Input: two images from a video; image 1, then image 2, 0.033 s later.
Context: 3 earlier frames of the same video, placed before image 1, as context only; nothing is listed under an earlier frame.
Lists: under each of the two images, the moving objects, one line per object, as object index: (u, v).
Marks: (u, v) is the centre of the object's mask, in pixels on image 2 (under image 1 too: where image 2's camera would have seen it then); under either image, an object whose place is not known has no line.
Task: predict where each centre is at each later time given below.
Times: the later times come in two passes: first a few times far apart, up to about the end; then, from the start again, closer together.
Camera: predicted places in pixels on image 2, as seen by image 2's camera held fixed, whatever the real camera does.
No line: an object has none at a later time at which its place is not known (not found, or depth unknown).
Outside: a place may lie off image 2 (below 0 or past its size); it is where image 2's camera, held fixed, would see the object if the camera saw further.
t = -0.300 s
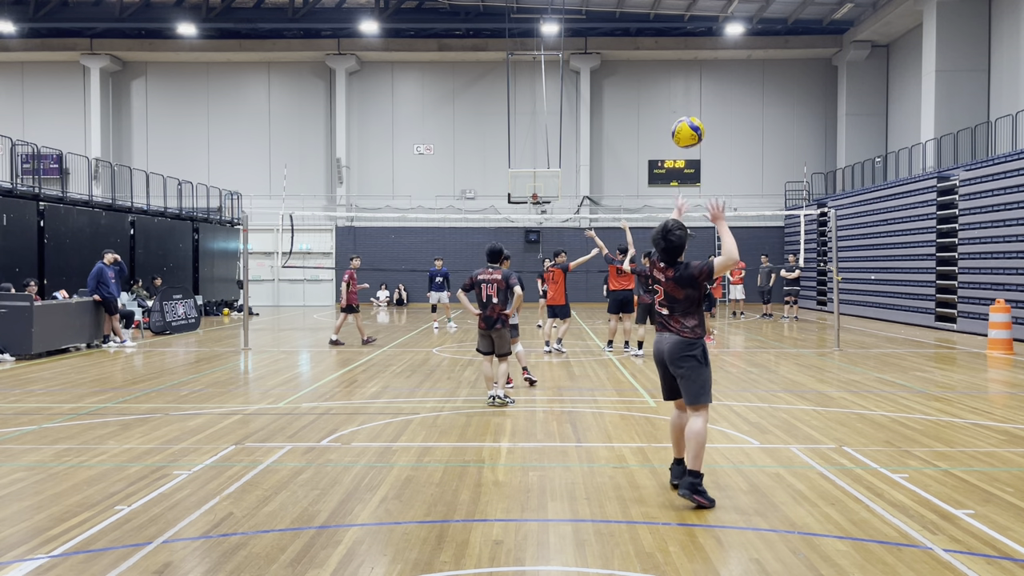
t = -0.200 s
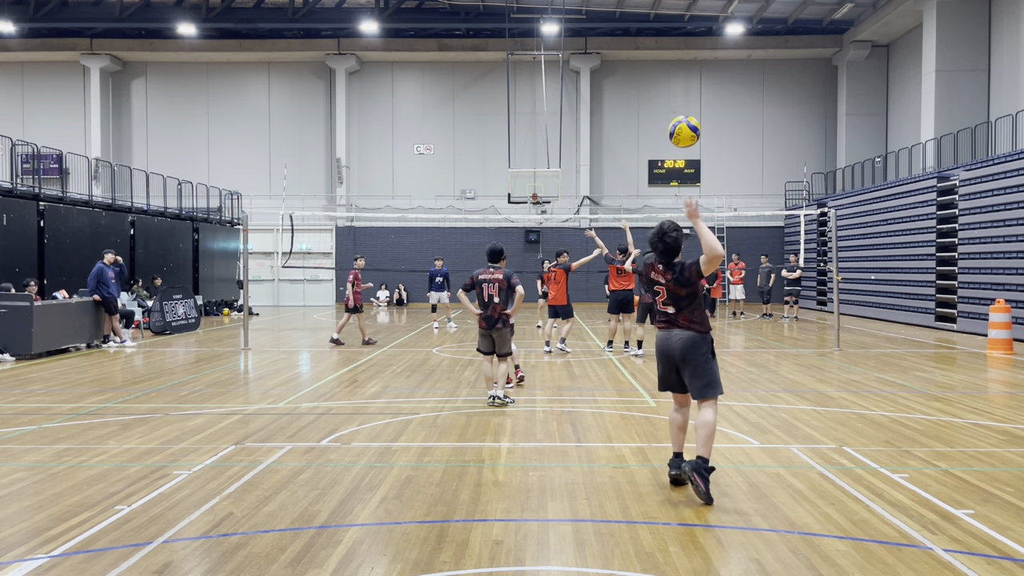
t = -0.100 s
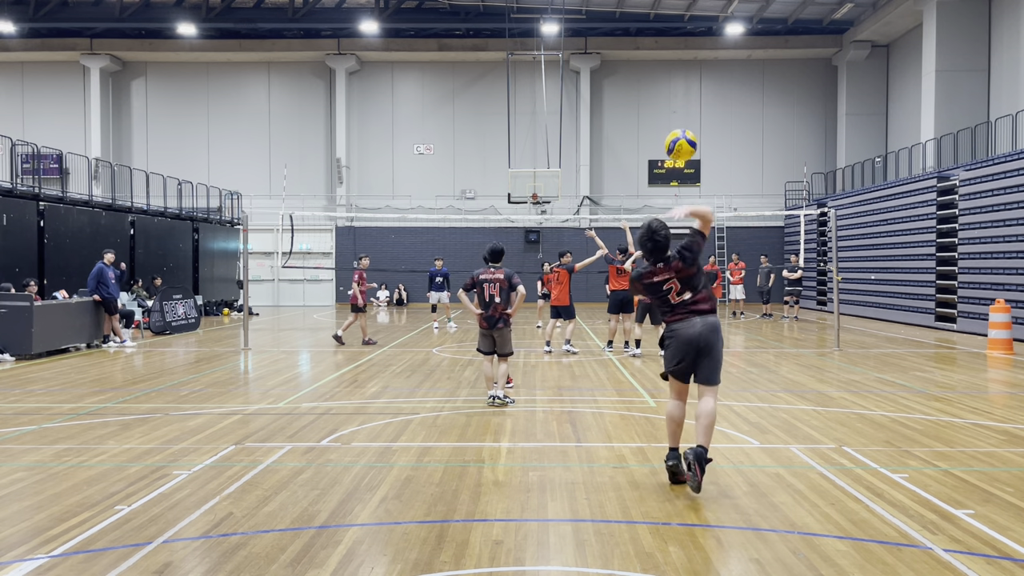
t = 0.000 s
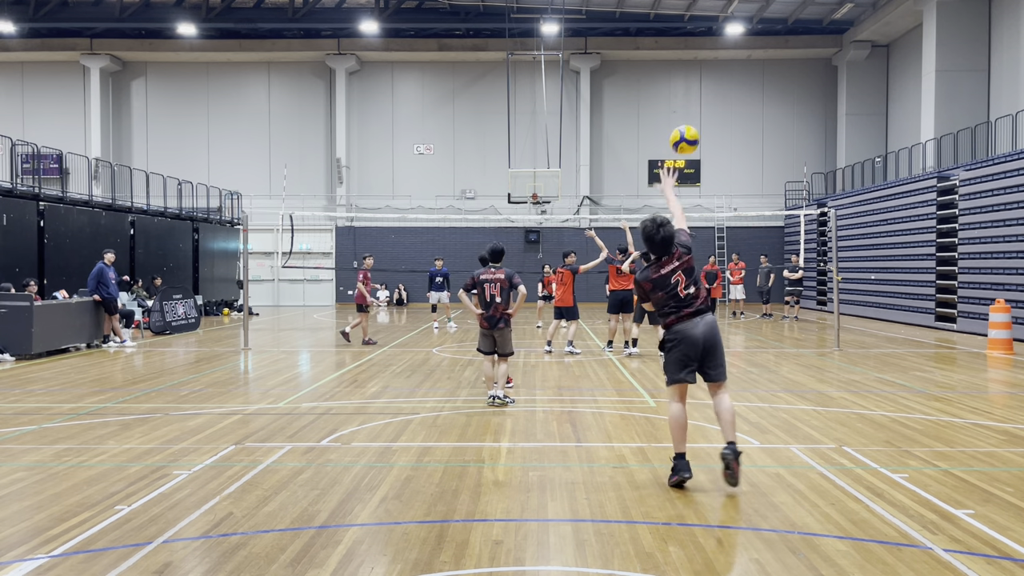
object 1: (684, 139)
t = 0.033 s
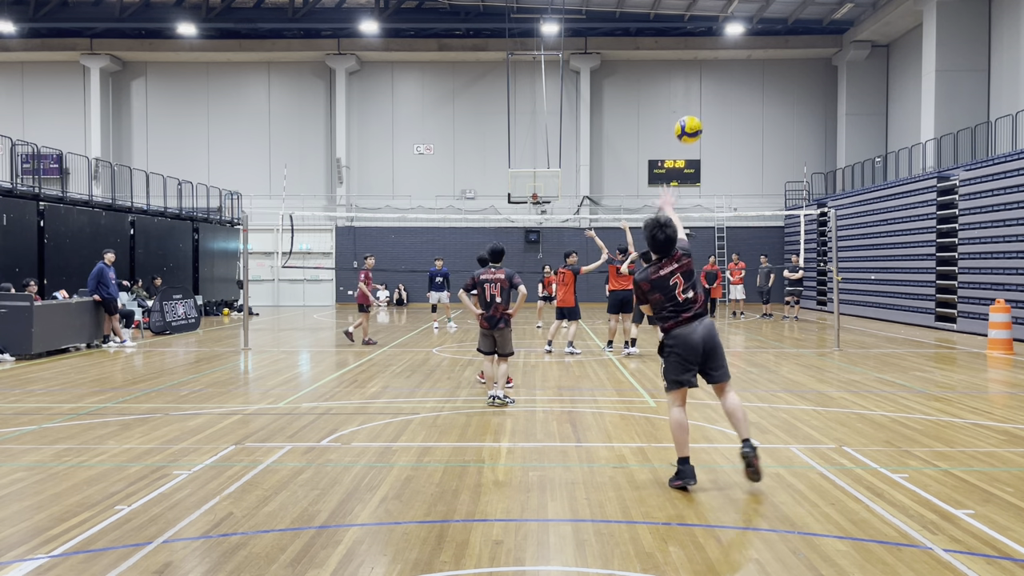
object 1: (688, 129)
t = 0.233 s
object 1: (707, 109)
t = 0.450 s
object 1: (722, 134)
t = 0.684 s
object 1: (734, 180)
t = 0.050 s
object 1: (690, 125)
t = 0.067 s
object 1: (692, 122)
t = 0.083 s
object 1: (693, 118)
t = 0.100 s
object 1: (695, 115)
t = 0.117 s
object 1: (697, 113)
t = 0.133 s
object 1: (698, 111)
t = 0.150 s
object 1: (699, 110)
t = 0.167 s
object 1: (701, 109)
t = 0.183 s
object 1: (702, 109)
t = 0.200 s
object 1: (703, 109)
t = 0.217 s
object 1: (705, 109)
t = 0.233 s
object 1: (707, 109)
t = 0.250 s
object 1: (708, 110)
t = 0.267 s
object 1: (710, 111)
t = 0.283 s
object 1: (711, 112)
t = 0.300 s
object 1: (713, 114)
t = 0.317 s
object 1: (714, 116)
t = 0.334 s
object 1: (715, 118)
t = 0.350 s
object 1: (717, 120)
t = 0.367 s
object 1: (718, 122)
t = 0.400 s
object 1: (719, 126)
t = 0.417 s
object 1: (720, 129)
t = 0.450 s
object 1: (722, 134)
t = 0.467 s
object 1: (723, 137)
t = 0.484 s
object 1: (724, 140)
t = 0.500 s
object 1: (725, 143)
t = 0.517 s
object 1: (726, 146)
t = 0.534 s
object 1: (726, 149)
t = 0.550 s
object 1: (727, 152)
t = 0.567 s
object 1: (728, 156)
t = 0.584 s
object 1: (729, 159)
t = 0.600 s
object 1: (730, 162)
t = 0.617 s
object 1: (730, 166)
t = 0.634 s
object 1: (731, 170)
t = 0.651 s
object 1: (732, 173)
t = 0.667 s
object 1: (733, 177)
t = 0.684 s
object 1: (734, 180)
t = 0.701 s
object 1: (734, 184)
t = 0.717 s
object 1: (735, 188)
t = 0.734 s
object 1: (735, 192)
